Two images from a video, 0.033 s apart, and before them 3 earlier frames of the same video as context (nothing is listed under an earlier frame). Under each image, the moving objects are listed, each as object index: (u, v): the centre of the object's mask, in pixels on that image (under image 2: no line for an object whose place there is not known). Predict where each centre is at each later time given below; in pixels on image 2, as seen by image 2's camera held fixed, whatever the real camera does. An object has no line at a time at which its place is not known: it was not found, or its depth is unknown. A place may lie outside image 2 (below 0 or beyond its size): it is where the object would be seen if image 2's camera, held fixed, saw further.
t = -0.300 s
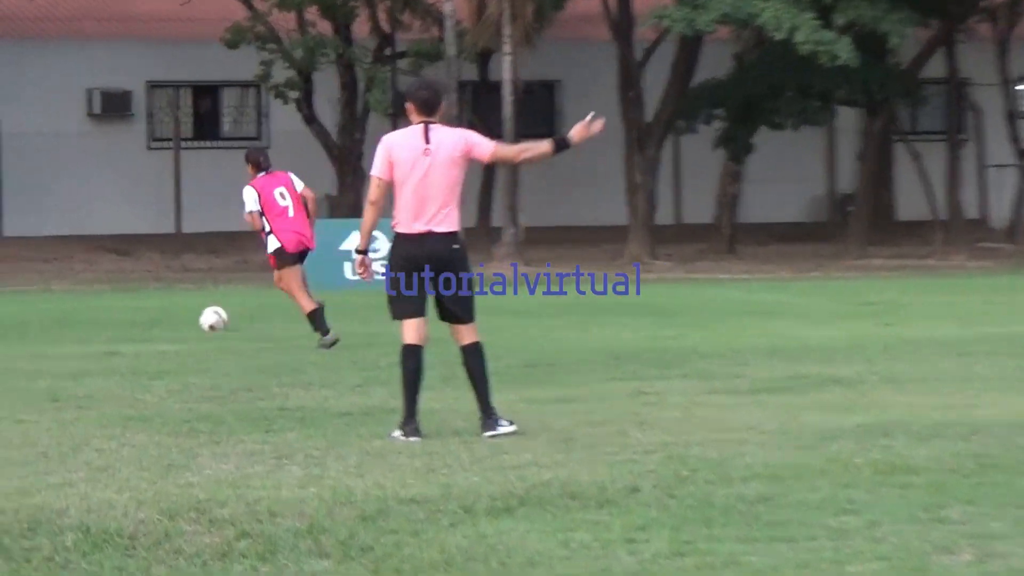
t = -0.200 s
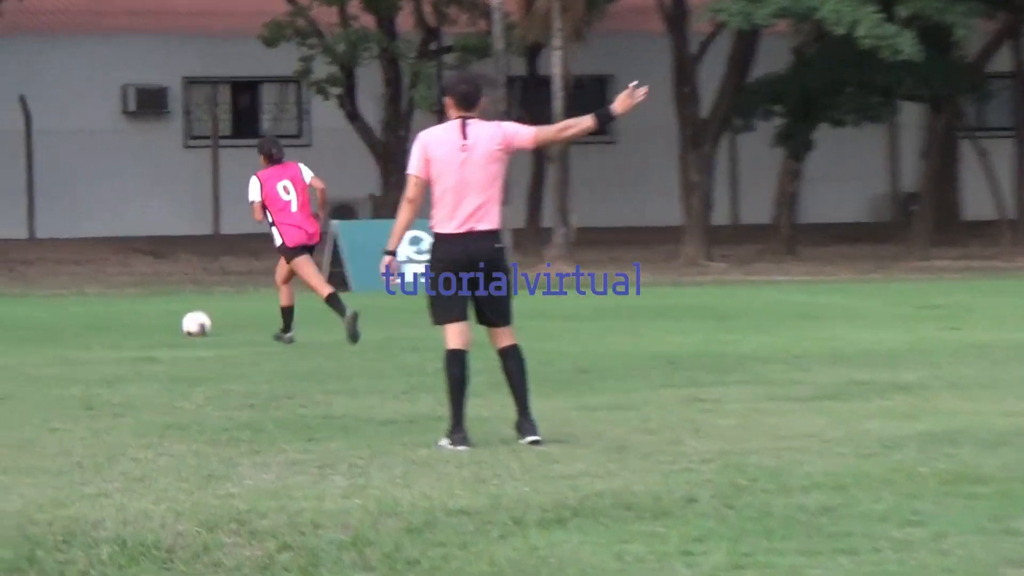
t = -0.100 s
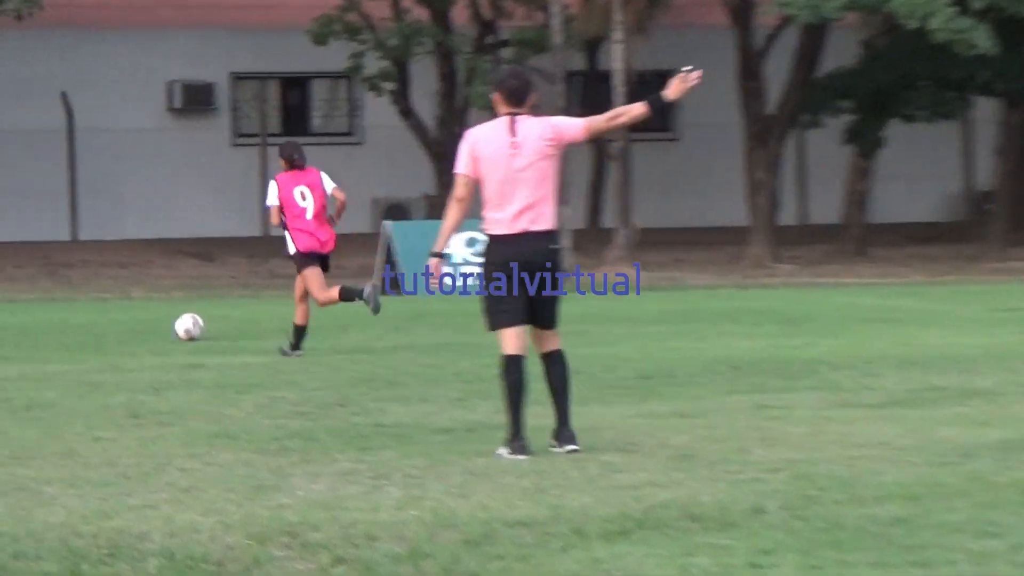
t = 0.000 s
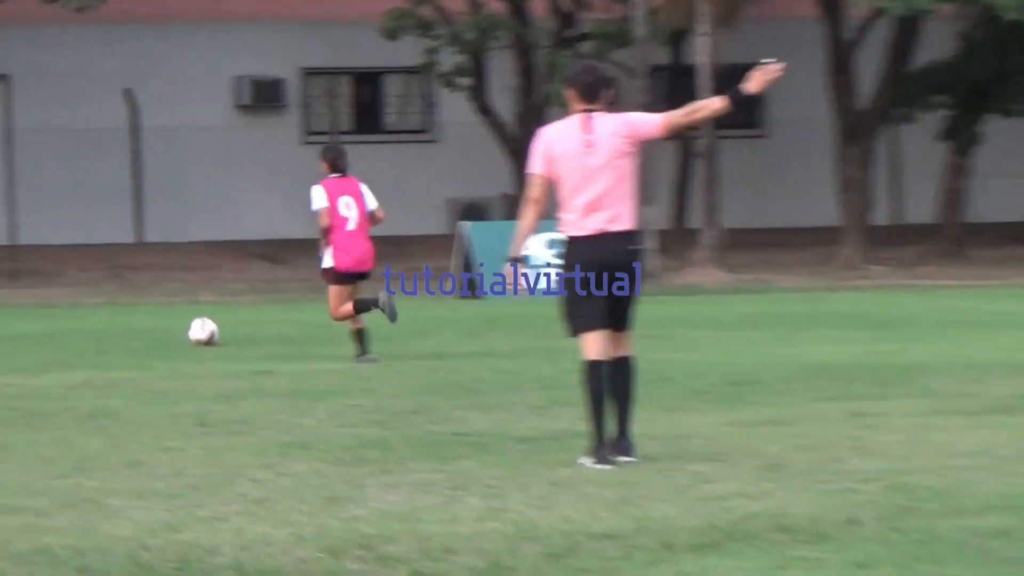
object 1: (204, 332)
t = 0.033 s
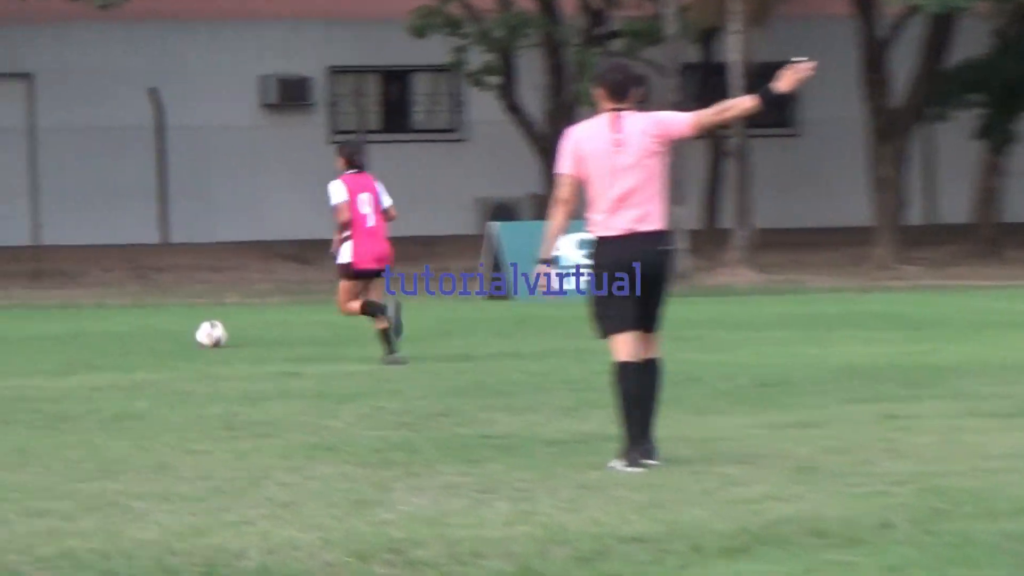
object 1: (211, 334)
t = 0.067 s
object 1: (192, 330)
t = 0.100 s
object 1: (174, 326)
